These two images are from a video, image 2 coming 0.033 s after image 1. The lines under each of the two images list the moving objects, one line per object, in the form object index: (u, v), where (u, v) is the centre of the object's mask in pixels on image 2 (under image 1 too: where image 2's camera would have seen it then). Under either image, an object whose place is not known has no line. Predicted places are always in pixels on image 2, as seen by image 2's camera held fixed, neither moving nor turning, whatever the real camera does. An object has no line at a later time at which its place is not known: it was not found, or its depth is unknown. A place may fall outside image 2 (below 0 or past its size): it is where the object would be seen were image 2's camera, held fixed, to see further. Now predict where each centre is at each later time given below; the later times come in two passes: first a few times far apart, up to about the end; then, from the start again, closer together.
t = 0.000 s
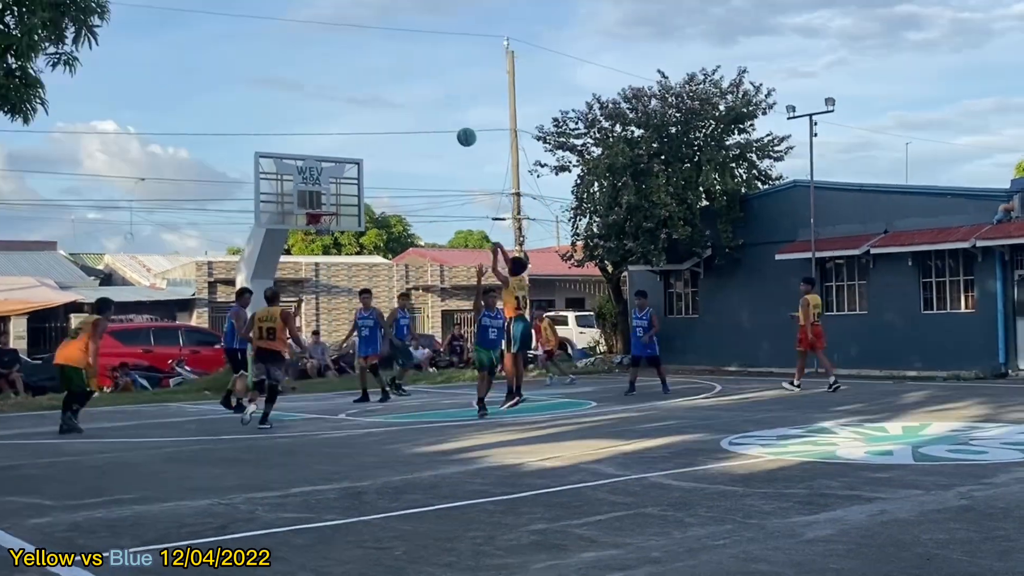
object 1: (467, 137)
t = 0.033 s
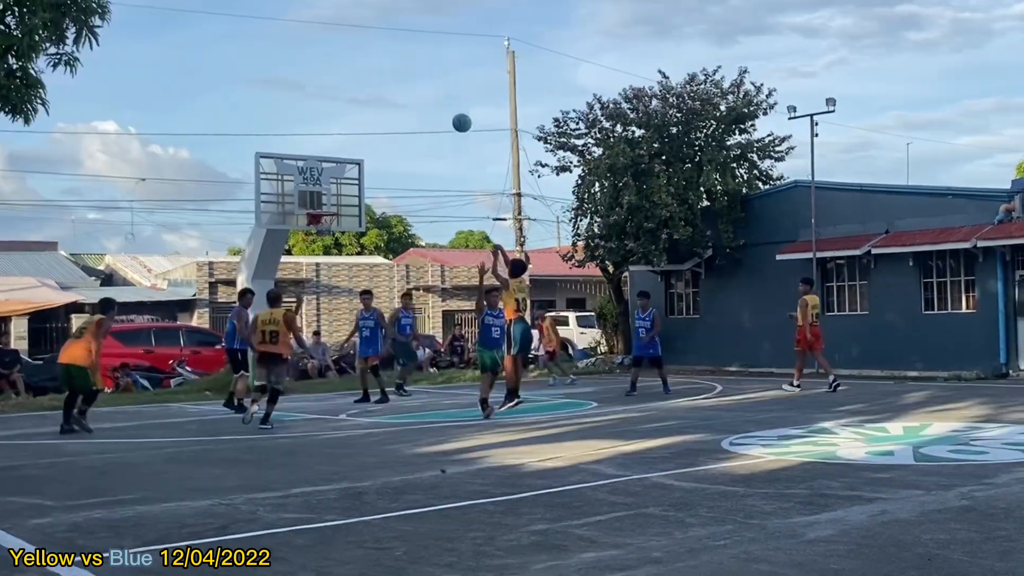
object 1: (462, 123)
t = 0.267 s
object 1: (427, 51)
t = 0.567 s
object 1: (390, 25)
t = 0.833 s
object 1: (361, 52)
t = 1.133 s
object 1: (334, 131)
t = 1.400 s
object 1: (323, 223)
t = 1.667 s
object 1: (326, 230)
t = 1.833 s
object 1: (323, 236)
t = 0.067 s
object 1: (456, 109)
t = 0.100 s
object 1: (451, 97)
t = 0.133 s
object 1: (446, 86)
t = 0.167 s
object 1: (441, 76)
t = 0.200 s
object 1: (437, 67)
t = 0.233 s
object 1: (432, 58)
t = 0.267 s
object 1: (427, 51)
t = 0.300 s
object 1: (423, 45)
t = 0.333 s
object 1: (418, 39)
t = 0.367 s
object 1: (414, 35)
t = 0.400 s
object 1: (410, 31)
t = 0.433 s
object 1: (406, 28)
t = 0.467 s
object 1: (401, 26)
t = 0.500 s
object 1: (398, 25)
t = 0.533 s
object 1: (394, 25)
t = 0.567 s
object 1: (390, 25)
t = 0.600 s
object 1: (386, 26)
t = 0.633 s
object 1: (382, 27)
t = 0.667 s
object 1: (379, 30)
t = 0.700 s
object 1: (375, 33)
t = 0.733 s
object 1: (371, 37)
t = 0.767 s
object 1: (368, 41)
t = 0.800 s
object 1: (365, 46)
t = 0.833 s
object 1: (361, 52)
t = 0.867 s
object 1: (358, 58)
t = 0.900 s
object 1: (355, 65)
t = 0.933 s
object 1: (352, 73)
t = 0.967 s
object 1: (349, 81)
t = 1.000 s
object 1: (346, 90)
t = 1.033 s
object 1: (343, 99)
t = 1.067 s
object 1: (340, 109)
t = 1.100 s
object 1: (337, 120)
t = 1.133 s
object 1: (334, 131)
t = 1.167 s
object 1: (331, 142)
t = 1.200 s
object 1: (328, 155)
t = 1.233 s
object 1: (325, 168)
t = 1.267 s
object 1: (323, 180)
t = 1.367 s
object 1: (318, 220)
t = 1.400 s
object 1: (323, 223)
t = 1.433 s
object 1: (330, 222)
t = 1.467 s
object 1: (331, 225)
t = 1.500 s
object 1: (331, 224)
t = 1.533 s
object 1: (330, 224)
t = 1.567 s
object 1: (330, 225)
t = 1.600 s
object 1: (329, 225)
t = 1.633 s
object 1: (326, 228)
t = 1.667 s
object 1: (326, 230)
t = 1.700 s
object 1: (324, 231)
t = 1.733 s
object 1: (323, 232)
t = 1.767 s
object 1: (323, 234)
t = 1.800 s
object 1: (323, 234)
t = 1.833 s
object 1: (323, 236)
